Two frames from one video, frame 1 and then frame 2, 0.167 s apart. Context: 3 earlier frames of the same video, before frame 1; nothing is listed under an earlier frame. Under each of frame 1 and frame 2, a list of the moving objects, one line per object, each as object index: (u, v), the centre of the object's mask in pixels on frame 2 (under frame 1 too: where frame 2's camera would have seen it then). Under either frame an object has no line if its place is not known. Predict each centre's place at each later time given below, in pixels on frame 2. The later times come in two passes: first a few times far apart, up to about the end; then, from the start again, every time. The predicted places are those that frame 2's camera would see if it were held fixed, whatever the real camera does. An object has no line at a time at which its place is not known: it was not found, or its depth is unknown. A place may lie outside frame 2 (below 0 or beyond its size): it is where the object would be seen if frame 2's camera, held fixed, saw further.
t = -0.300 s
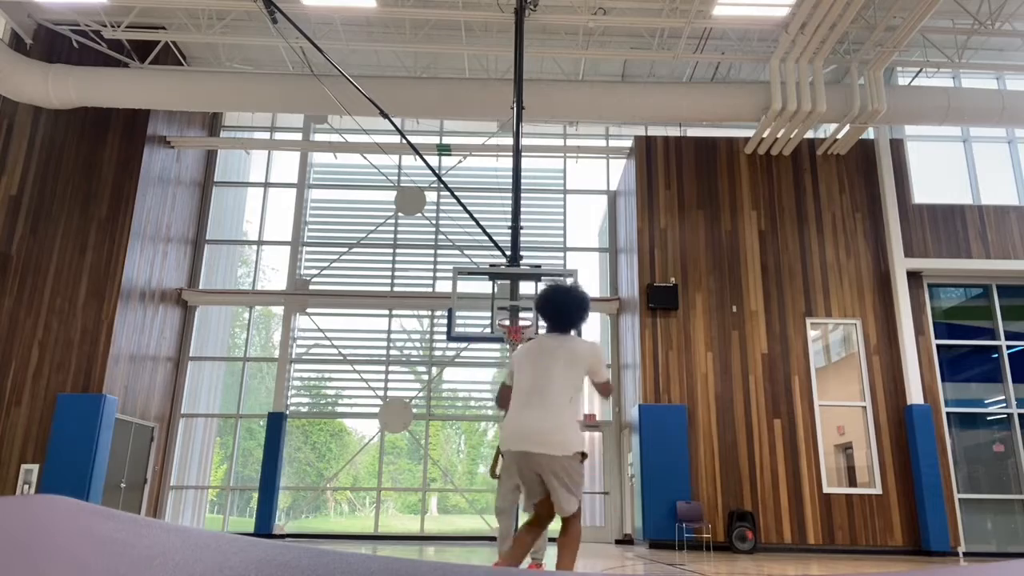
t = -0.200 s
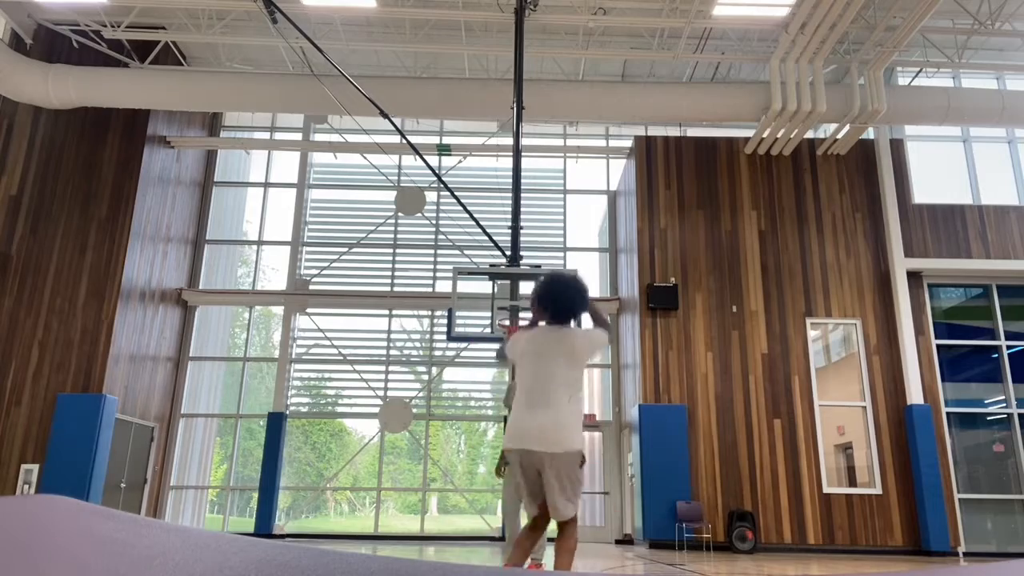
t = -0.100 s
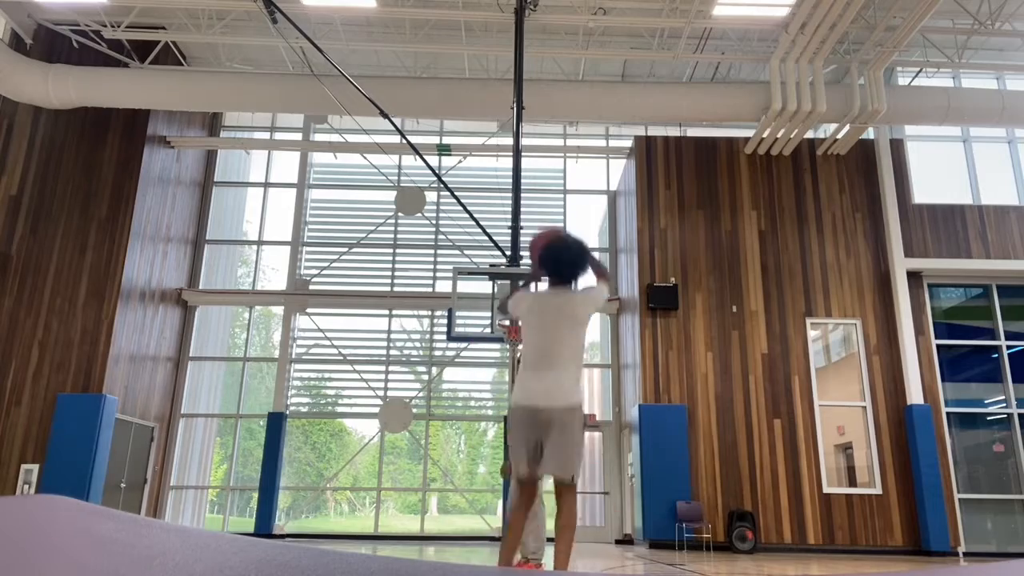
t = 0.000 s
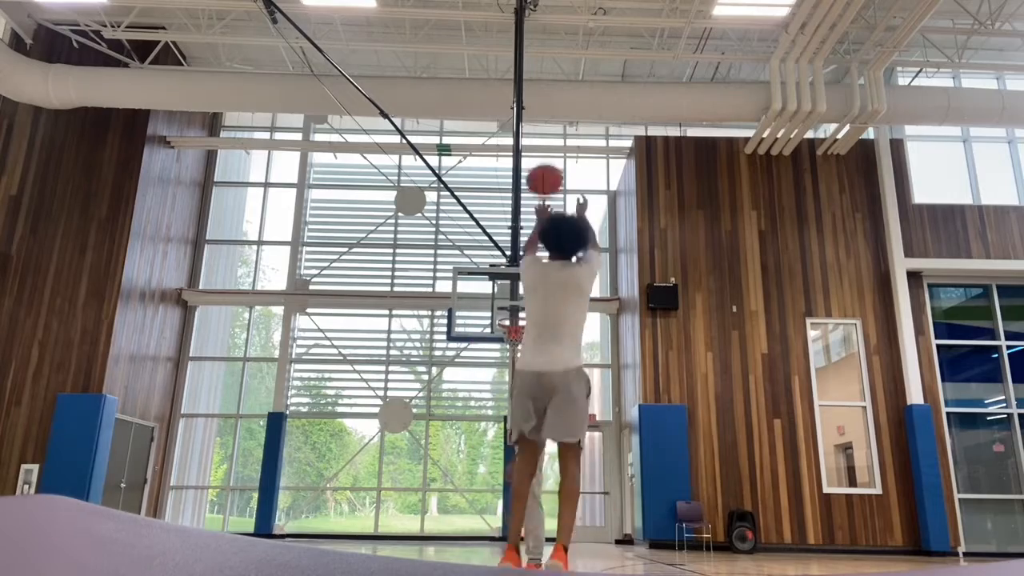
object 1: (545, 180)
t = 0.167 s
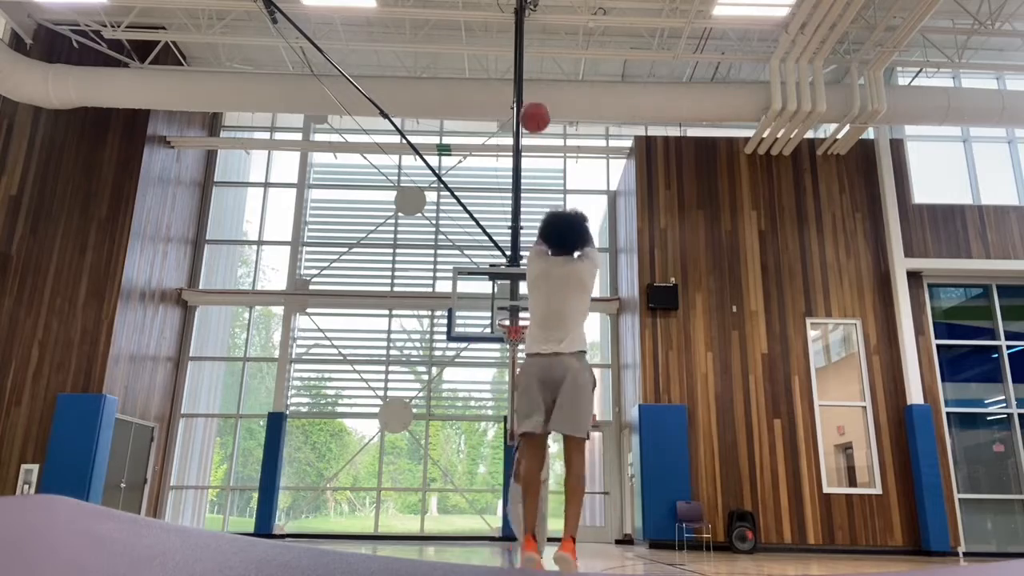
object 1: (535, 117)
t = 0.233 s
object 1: (532, 107)
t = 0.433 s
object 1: (525, 106)
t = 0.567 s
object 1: (522, 123)
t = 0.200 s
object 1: (533, 111)
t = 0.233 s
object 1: (532, 107)
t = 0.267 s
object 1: (530, 104)
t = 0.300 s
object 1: (529, 102)
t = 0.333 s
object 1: (528, 101)
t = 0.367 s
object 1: (527, 102)
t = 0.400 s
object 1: (526, 103)
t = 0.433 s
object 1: (525, 106)
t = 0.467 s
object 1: (524, 109)
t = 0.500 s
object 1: (524, 113)
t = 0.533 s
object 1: (522, 118)
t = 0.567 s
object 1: (522, 123)
